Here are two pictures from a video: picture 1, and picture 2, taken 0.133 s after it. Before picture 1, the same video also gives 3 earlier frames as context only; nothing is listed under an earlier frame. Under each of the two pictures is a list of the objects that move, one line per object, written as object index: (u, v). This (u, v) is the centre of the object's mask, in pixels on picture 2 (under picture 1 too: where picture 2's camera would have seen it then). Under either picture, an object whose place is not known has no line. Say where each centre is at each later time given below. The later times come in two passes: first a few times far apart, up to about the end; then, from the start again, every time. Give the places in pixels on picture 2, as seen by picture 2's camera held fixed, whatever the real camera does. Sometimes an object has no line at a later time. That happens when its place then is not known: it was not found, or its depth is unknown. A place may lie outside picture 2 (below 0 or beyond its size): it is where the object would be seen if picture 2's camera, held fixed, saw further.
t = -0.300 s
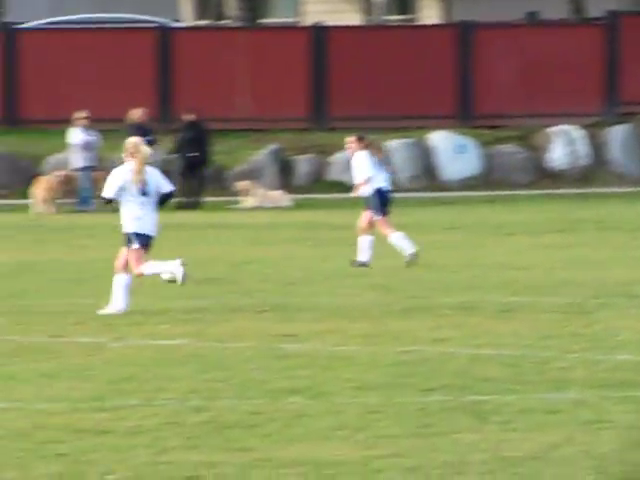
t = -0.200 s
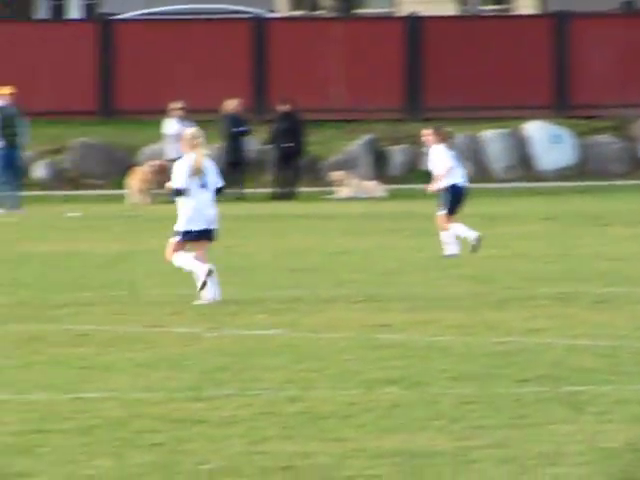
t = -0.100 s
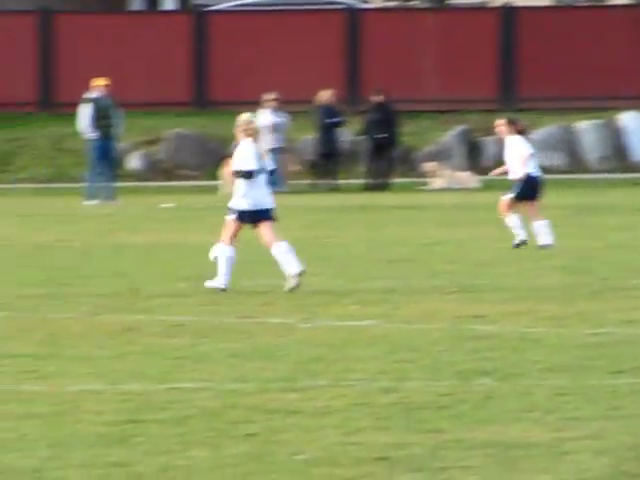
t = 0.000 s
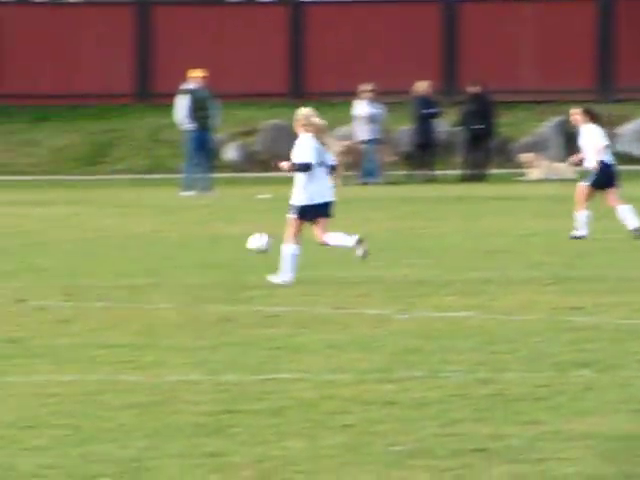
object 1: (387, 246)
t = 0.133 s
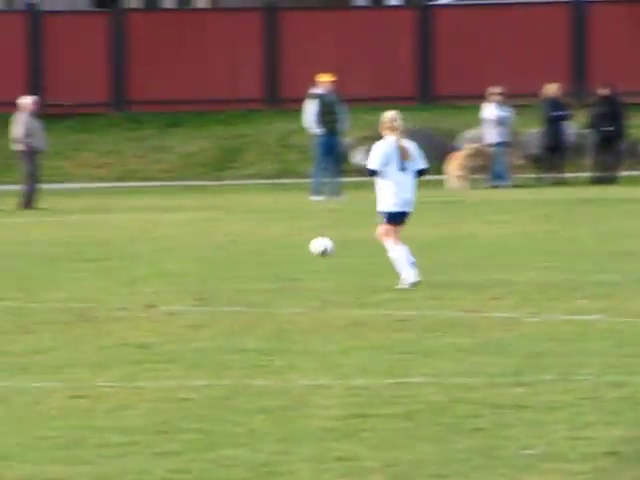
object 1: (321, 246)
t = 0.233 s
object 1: (278, 246)
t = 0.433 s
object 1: (197, 246)
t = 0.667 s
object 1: (110, 242)
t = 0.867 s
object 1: (39, 239)
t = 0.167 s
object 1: (306, 247)
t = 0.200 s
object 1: (291, 246)
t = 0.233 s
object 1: (278, 246)
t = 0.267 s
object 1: (263, 246)
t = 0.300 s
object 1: (251, 246)
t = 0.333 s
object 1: (237, 246)
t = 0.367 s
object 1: (224, 247)
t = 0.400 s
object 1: (210, 247)
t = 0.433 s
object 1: (197, 246)
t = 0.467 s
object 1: (184, 247)
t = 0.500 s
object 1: (172, 246)
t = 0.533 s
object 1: (159, 245)
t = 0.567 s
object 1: (147, 246)
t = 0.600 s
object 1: (135, 245)
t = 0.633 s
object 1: (123, 243)
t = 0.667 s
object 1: (110, 242)
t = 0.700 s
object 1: (98, 242)
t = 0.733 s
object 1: (86, 243)
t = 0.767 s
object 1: (74, 245)
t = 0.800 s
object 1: (62, 244)
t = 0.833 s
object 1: (51, 241)
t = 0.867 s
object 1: (39, 239)
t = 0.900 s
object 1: (27, 238)
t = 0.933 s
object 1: (16, 238)
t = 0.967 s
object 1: (5, 240)
